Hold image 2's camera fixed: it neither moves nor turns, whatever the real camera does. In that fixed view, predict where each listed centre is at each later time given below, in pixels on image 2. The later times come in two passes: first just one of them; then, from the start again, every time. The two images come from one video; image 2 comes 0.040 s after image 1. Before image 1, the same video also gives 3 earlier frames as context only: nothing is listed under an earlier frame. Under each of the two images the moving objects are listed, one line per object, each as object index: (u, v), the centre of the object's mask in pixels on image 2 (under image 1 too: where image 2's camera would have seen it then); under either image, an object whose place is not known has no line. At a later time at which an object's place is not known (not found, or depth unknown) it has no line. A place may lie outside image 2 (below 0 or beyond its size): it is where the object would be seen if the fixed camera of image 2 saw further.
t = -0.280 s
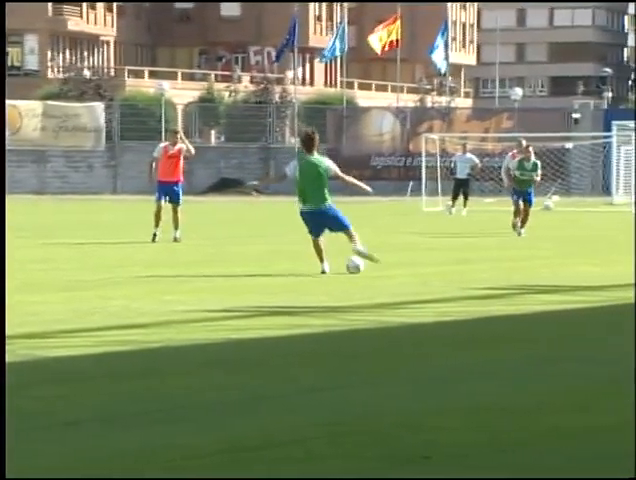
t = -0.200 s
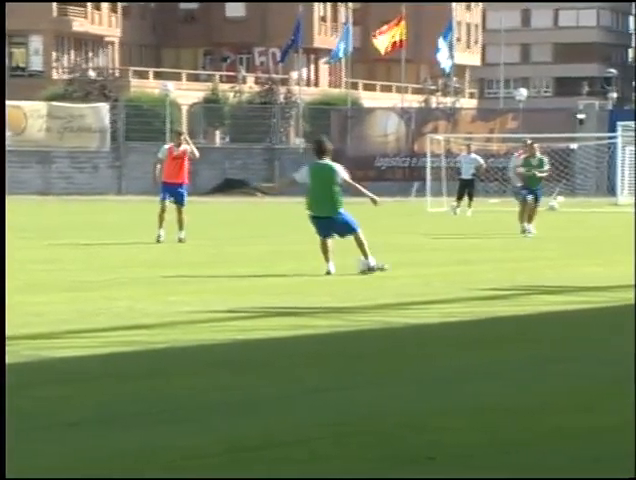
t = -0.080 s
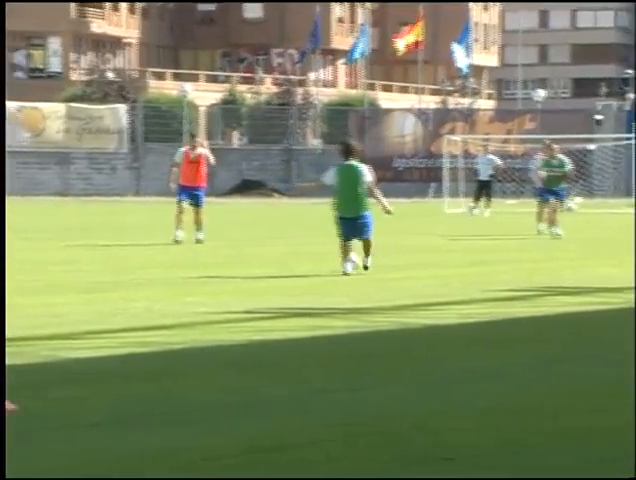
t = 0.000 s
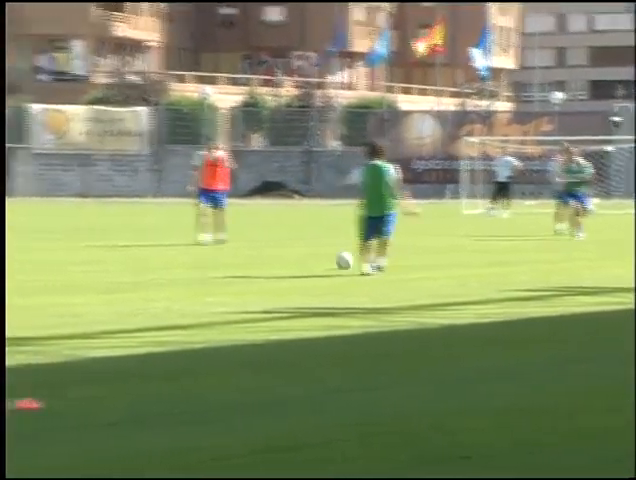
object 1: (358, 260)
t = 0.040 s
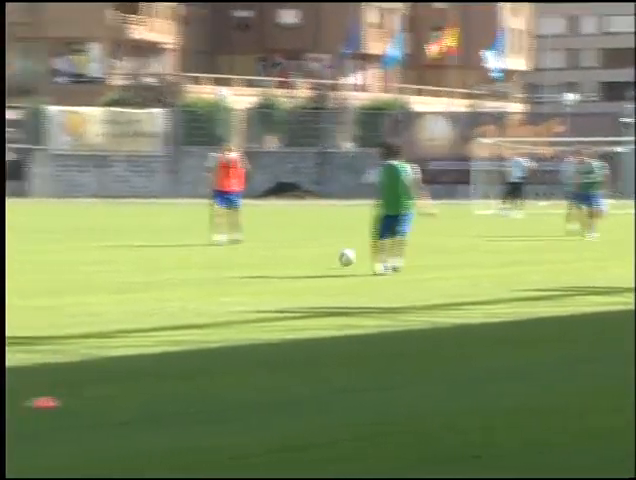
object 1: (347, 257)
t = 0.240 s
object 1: (297, 253)
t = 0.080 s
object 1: (337, 255)
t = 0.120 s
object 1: (325, 255)
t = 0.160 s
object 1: (315, 256)
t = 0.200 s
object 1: (306, 256)
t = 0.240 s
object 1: (297, 253)
